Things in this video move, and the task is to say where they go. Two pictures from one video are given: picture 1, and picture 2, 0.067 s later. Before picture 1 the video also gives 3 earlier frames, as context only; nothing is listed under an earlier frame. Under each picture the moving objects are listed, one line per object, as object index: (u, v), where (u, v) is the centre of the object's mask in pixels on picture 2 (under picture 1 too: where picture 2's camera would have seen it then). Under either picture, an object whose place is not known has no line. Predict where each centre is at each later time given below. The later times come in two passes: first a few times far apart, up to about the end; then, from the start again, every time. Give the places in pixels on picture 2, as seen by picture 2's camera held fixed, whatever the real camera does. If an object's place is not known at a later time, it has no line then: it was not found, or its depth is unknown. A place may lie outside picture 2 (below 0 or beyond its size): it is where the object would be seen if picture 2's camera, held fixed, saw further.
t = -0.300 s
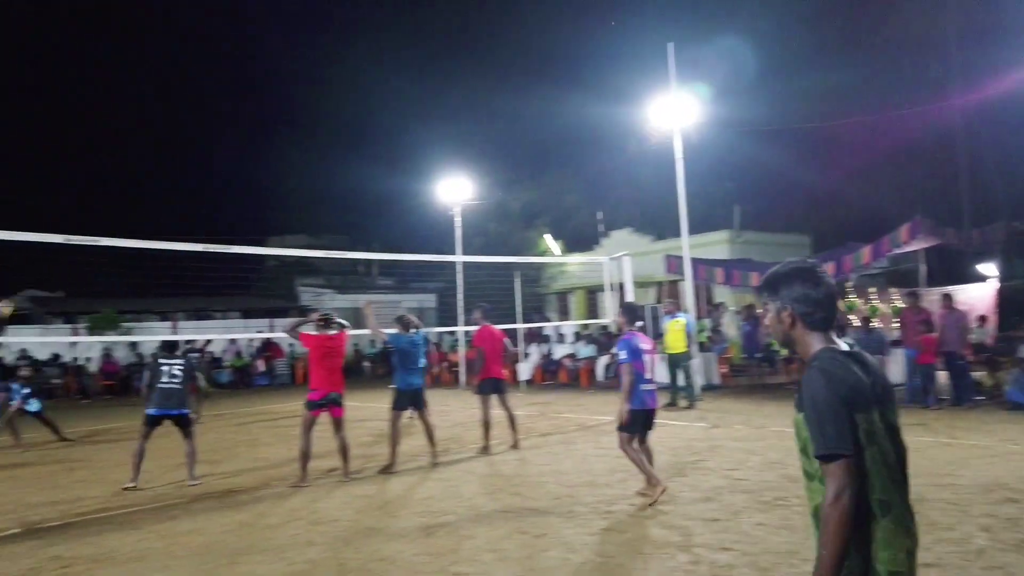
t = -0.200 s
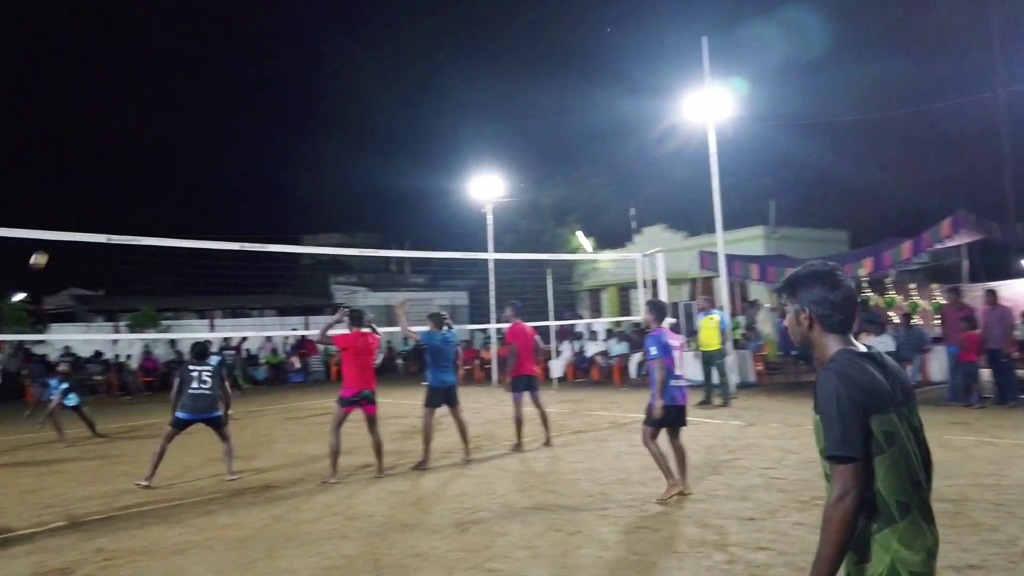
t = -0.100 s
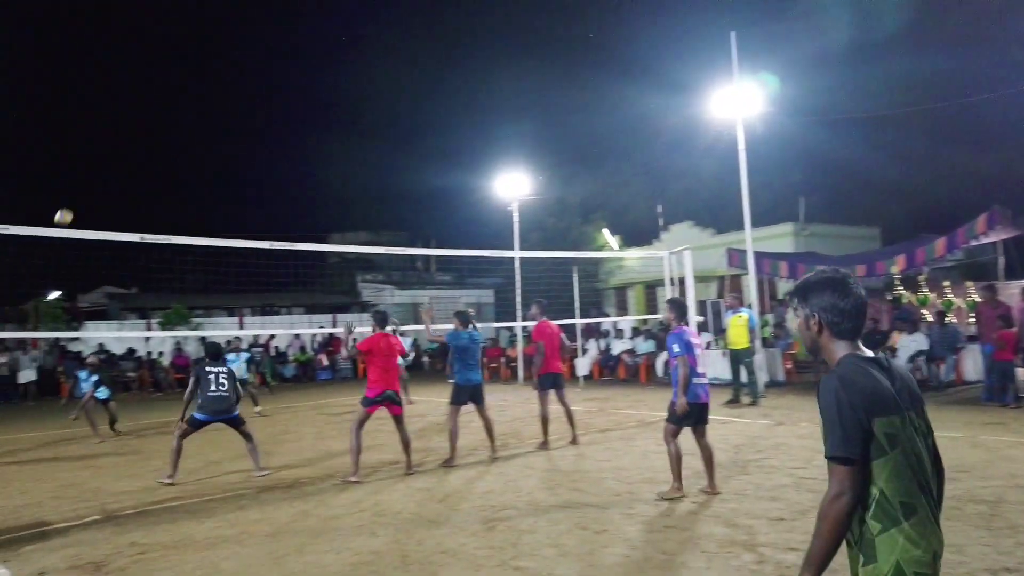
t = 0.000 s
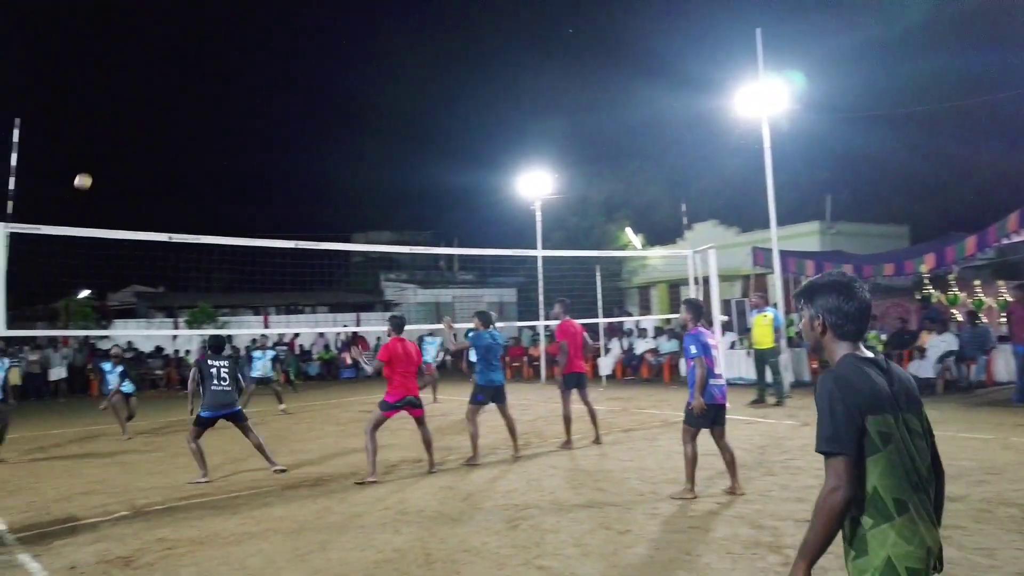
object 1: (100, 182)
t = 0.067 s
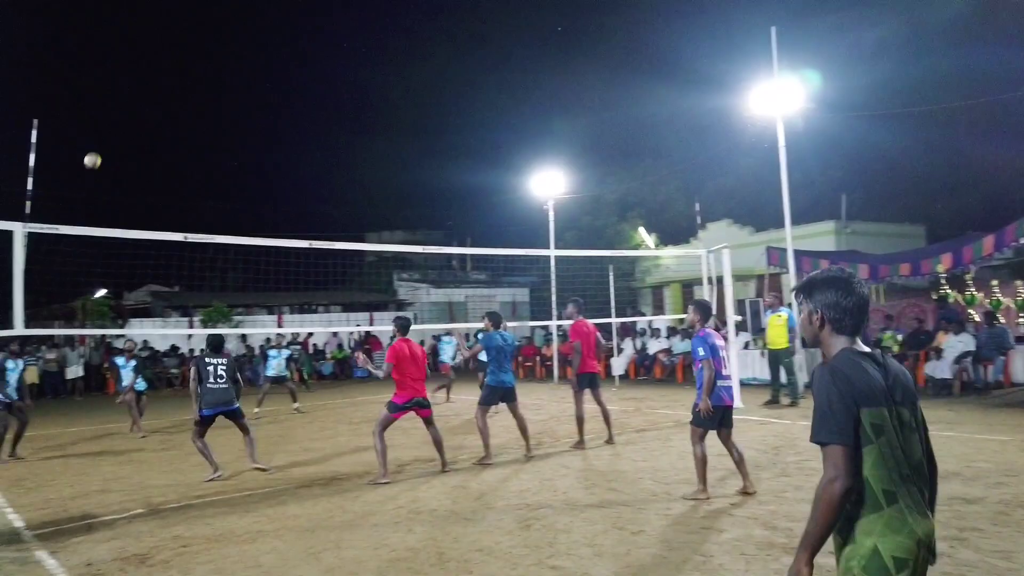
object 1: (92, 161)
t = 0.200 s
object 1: (78, 127)
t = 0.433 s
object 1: (50, 95)
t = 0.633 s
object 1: (23, 98)
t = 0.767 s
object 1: (4, 117)
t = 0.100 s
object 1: (89, 152)
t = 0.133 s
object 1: (85, 143)
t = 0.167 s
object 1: (81, 135)
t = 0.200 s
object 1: (78, 127)
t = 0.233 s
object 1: (74, 121)
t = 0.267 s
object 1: (70, 115)
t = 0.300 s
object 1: (66, 110)
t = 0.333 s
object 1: (62, 105)
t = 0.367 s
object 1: (58, 101)
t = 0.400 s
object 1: (54, 98)
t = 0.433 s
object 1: (50, 95)
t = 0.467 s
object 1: (45, 93)
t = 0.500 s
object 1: (41, 93)
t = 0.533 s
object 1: (37, 93)
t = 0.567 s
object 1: (32, 94)
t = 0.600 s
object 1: (28, 95)
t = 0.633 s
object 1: (23, 98)
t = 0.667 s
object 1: (19, 101)
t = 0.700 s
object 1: (14, 106)
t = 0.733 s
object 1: (9, 111)
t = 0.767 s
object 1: (4, 117)
